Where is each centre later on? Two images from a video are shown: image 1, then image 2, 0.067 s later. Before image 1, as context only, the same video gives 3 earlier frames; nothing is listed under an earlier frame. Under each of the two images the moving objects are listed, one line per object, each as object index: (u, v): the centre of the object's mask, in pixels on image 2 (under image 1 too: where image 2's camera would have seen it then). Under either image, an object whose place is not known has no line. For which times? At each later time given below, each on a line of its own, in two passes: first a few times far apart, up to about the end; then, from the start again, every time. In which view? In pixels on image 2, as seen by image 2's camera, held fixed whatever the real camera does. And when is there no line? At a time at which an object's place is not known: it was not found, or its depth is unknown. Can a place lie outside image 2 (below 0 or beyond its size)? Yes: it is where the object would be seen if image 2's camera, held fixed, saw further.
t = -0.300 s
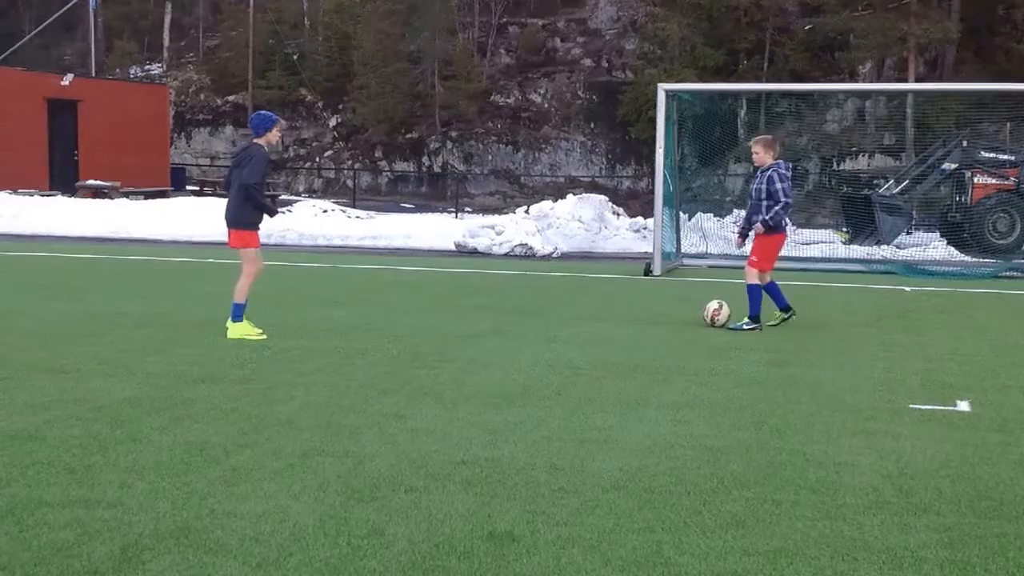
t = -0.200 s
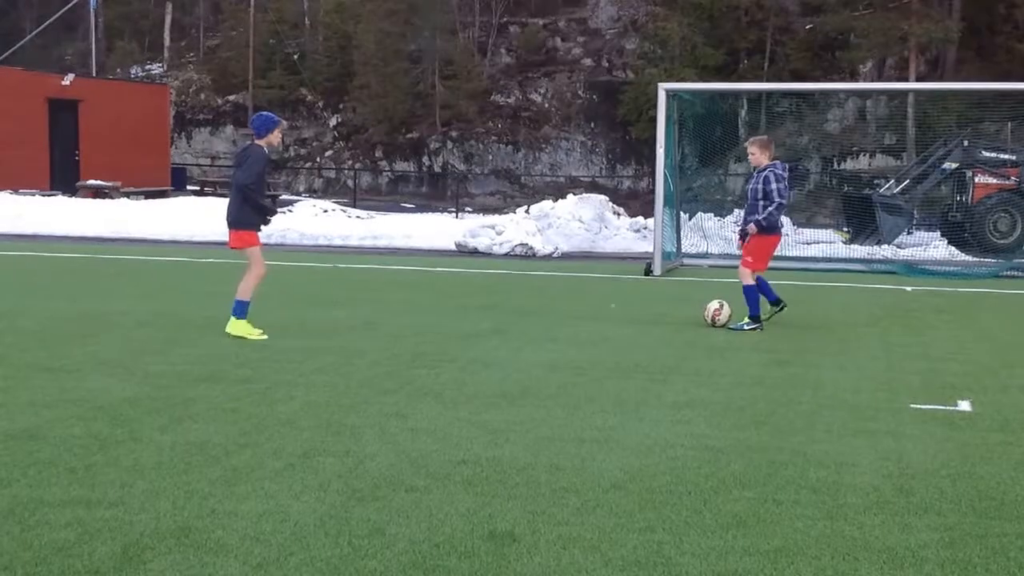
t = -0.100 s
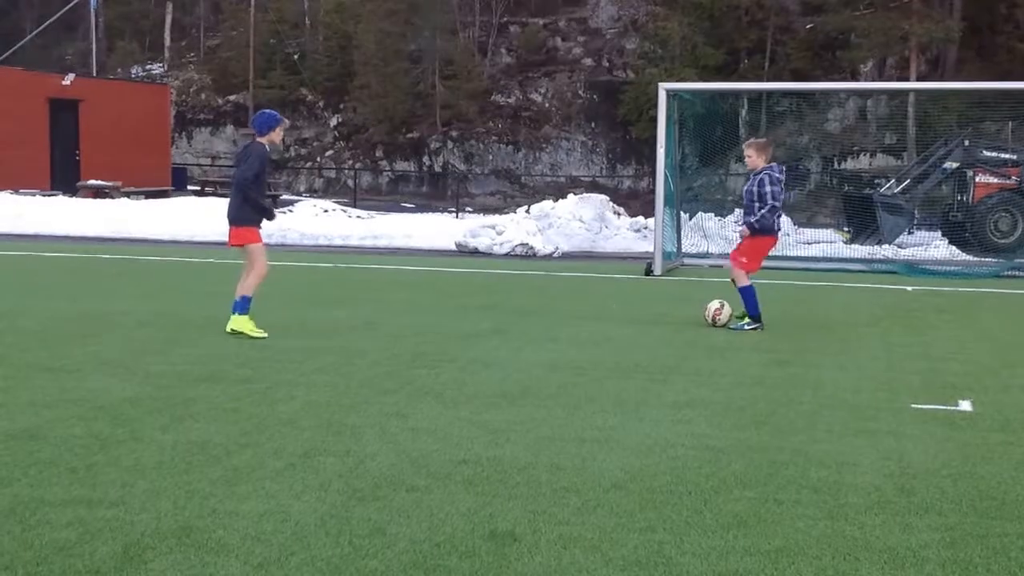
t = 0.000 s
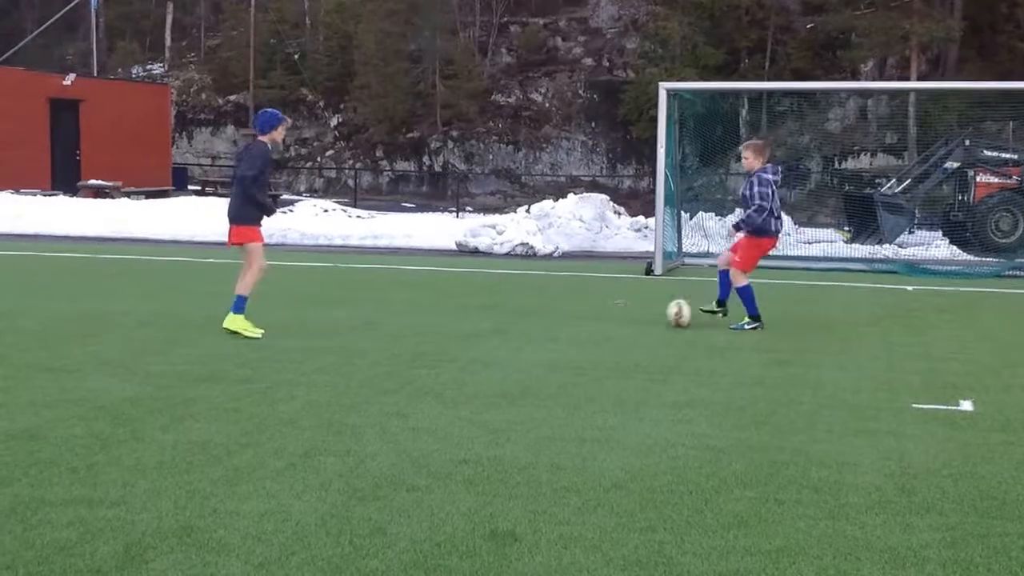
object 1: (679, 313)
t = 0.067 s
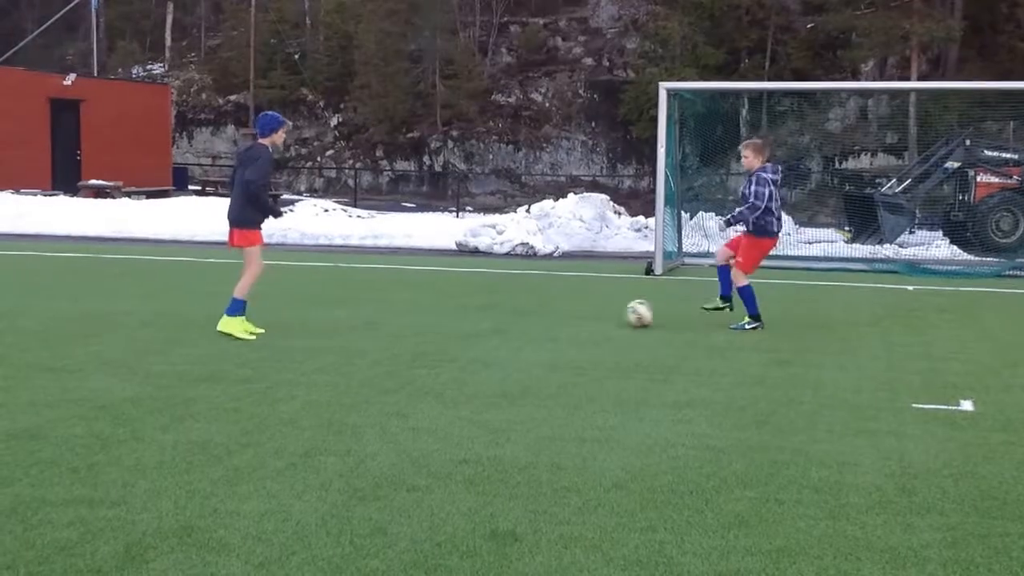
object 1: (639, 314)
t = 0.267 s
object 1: (529, 315)
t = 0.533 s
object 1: (401, 317)
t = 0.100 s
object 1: (620, 314)
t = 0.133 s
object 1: (601, 314)
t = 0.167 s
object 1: (582, 314)
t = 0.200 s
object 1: (563, 315)
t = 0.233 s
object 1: (546, 315)
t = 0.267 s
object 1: (529, 315)
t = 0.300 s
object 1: (513, 315)
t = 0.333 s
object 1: (496, 316)
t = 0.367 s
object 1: (480, 316)
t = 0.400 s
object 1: (463, 317)
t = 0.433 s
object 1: (447, 317)
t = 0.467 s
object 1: (432, 317)
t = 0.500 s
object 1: (416, 317)
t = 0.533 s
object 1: (401, 317)
